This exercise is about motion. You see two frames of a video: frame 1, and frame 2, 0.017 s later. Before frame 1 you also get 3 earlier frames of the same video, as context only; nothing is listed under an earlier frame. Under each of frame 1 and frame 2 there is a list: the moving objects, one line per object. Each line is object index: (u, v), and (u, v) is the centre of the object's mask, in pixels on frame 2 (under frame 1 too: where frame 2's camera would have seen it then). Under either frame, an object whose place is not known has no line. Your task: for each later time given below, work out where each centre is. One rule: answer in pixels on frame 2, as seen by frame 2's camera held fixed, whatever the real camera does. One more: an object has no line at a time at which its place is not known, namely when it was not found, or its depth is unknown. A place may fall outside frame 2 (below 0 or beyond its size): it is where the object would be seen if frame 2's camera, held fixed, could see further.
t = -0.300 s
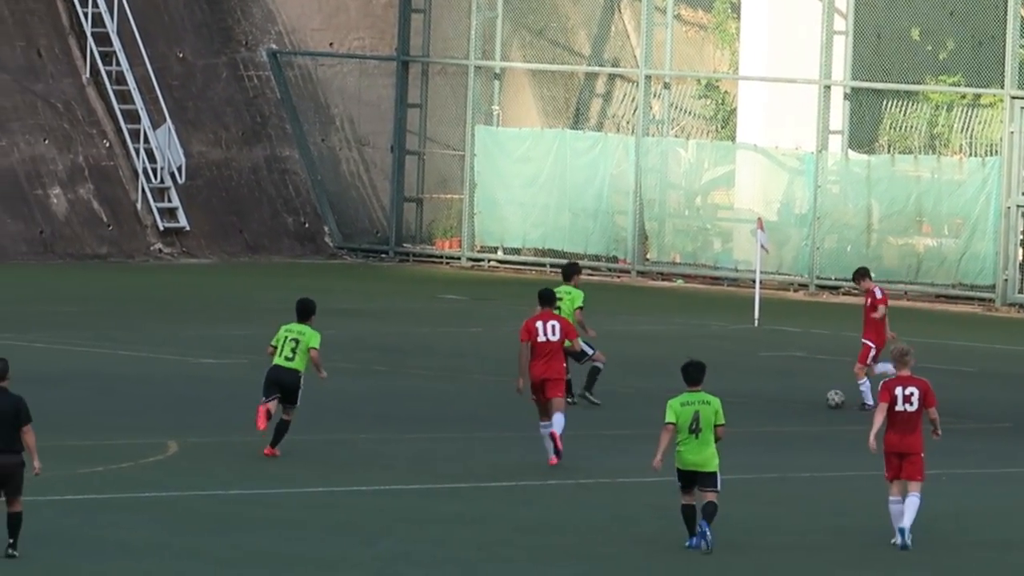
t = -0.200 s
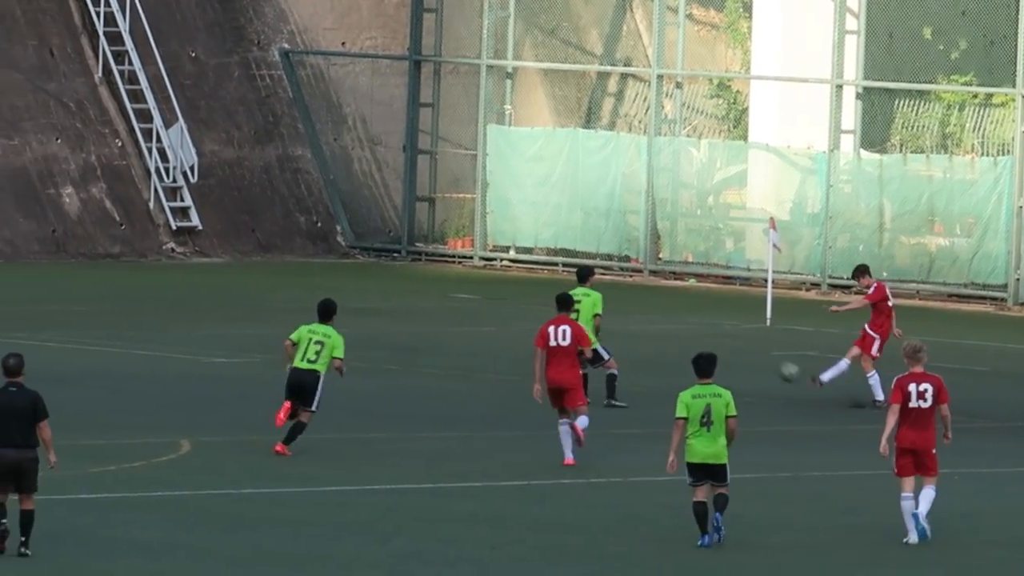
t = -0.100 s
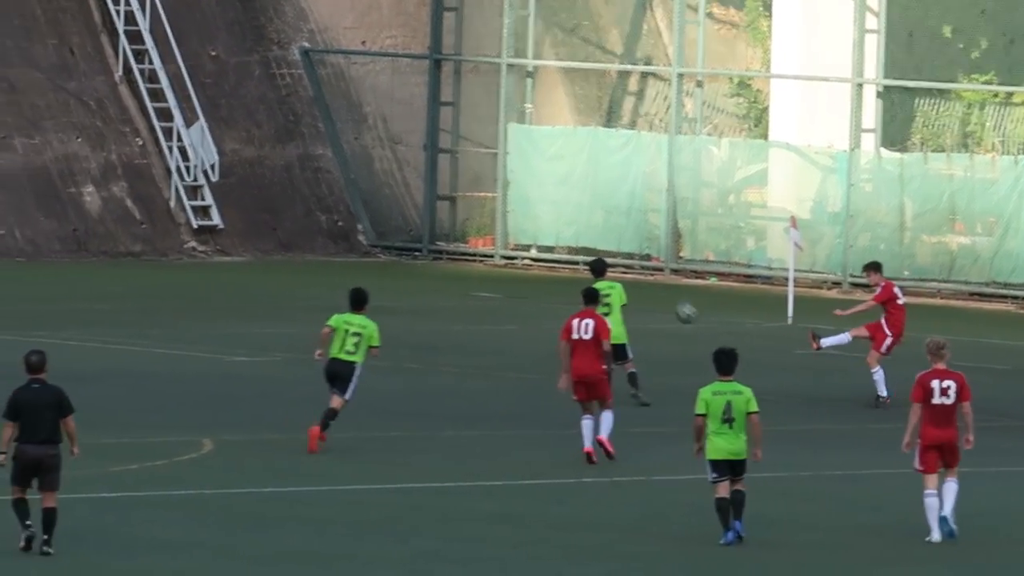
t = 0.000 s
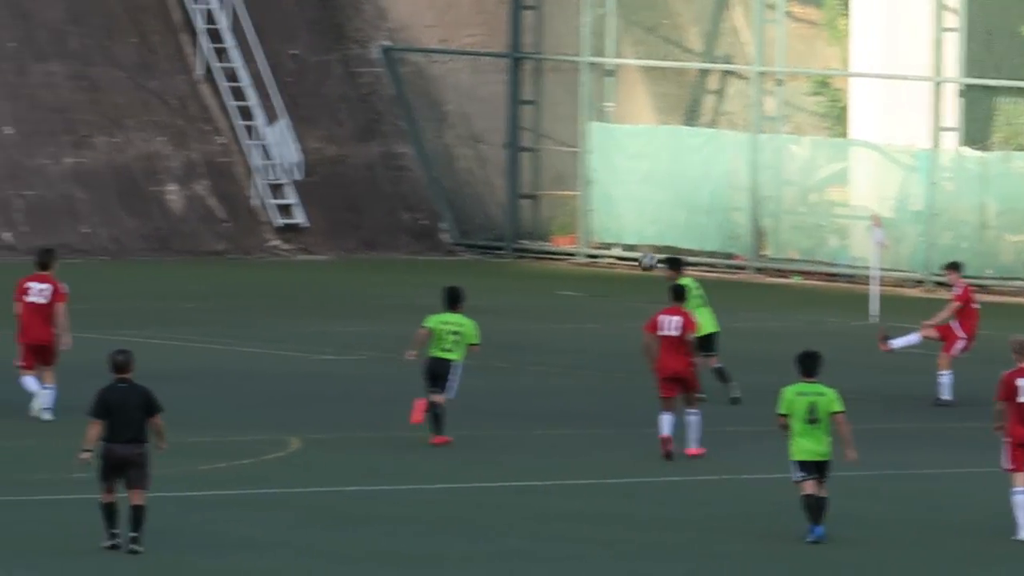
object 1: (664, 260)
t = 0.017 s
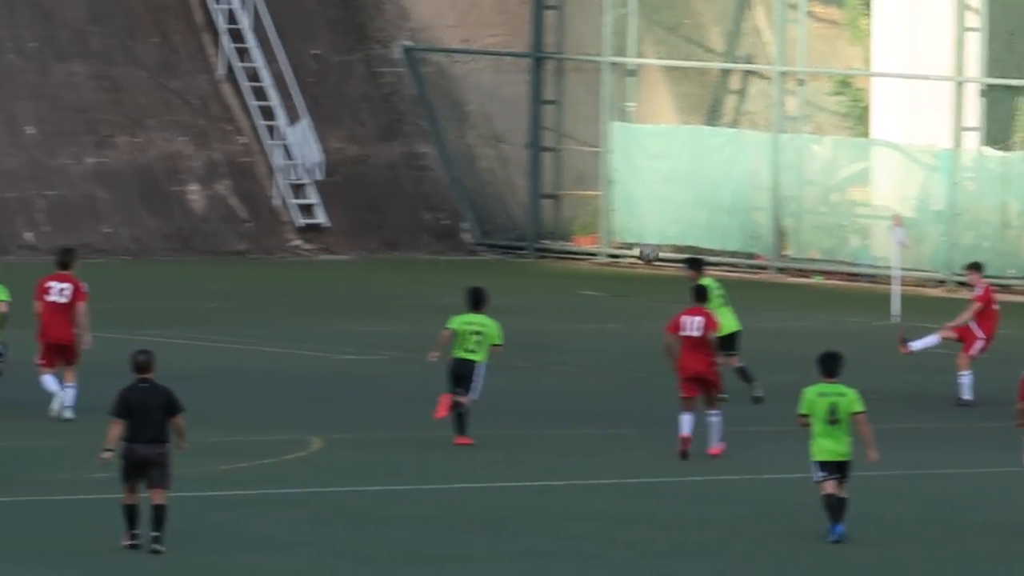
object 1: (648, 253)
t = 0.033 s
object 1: (628, 248)
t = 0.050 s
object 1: (611, 241)
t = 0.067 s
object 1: (595, 236)
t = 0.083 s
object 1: (580, 230)
